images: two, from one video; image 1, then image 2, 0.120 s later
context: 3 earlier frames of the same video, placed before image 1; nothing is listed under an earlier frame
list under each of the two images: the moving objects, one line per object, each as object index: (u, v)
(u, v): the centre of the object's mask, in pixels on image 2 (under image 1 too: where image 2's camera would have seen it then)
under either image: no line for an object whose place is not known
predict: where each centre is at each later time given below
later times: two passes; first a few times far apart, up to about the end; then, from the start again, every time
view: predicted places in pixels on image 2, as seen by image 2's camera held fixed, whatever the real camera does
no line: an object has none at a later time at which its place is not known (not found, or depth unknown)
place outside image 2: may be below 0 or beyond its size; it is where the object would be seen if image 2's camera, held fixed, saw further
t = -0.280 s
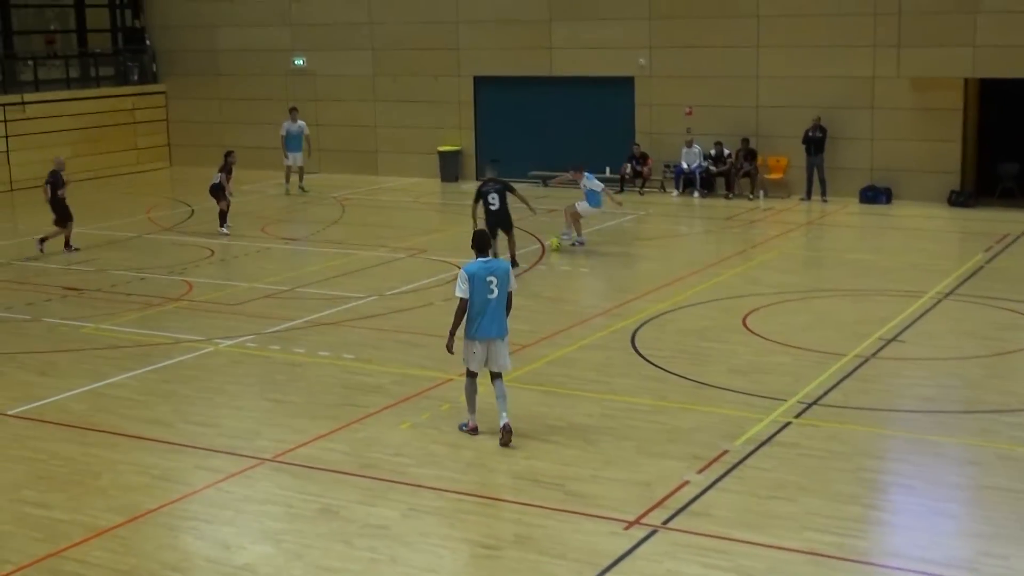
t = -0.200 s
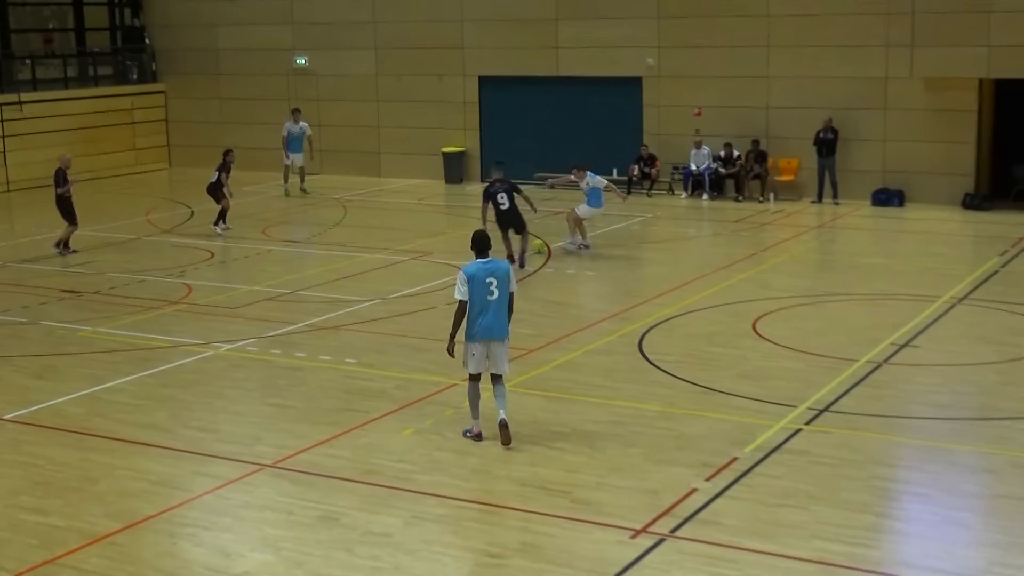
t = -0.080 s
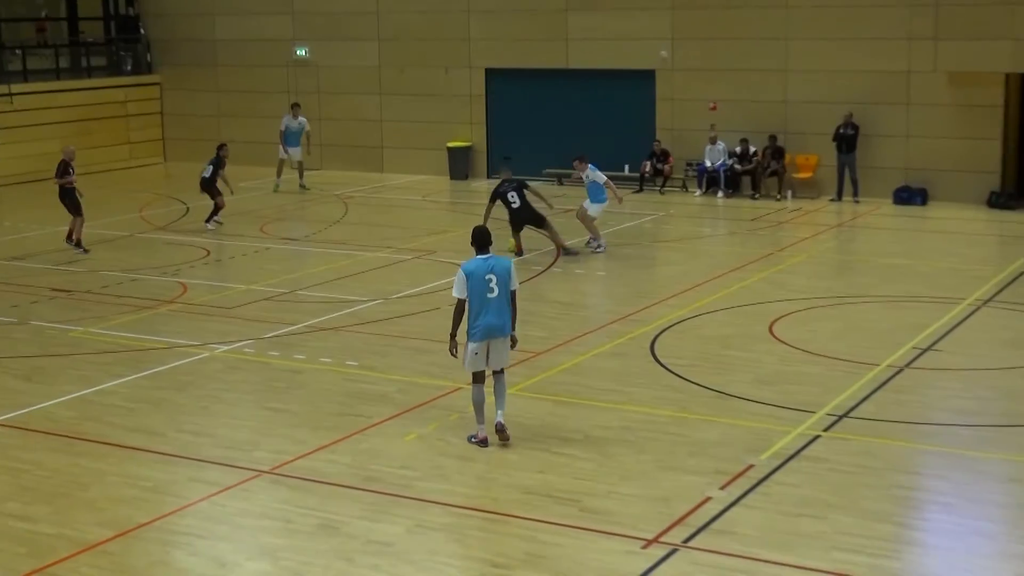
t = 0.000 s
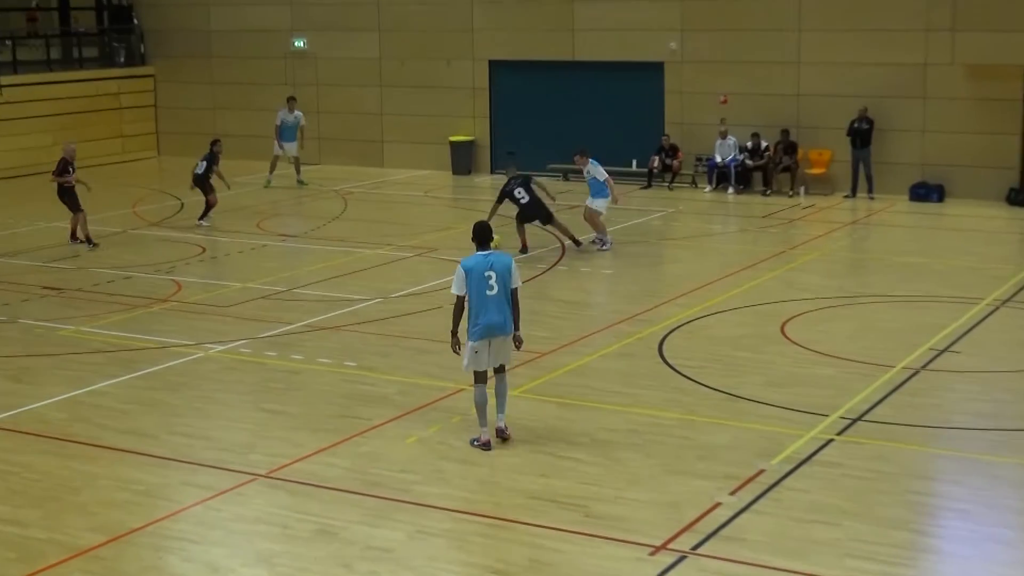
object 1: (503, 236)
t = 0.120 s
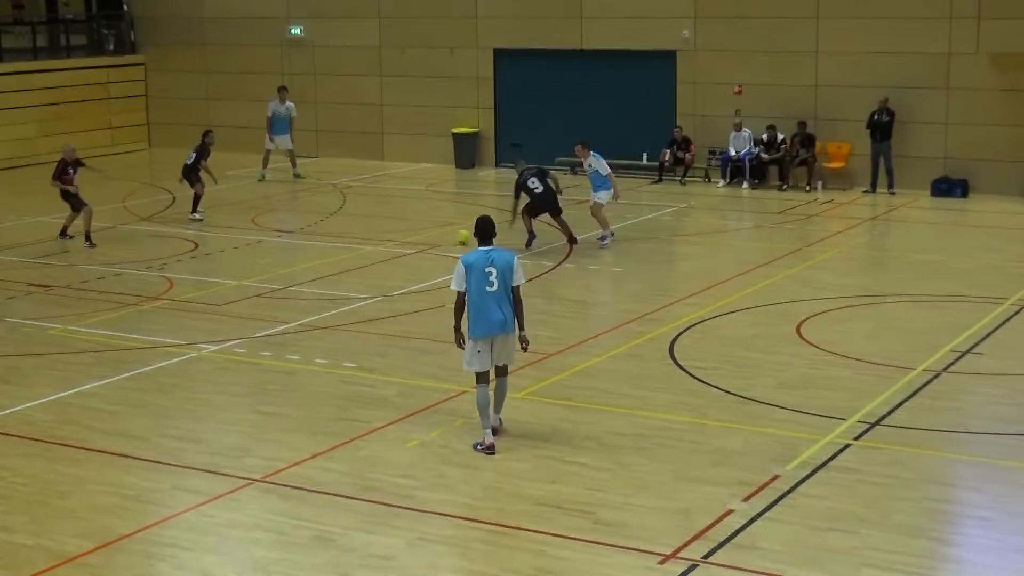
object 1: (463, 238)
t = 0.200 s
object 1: (441, 238)
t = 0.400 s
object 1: (384, 237)
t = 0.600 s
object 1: (330, 235)
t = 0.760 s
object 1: (288, 234)
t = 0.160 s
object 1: (452, 238)
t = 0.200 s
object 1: (441, 238)
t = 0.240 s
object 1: (429, 238)
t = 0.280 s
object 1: (418, 237)
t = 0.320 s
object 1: (406, 236)
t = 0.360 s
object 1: (396, 237)
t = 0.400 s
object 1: (384, 237)
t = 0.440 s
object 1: (373, 236)
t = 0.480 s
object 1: (362, 236)
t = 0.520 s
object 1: (352, 236)
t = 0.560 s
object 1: (340, 235)
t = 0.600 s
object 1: (330, 235)
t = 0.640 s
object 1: (320, 235)
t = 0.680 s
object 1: (309, 234)
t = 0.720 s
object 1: (298, 234)
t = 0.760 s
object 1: (288, 234)
